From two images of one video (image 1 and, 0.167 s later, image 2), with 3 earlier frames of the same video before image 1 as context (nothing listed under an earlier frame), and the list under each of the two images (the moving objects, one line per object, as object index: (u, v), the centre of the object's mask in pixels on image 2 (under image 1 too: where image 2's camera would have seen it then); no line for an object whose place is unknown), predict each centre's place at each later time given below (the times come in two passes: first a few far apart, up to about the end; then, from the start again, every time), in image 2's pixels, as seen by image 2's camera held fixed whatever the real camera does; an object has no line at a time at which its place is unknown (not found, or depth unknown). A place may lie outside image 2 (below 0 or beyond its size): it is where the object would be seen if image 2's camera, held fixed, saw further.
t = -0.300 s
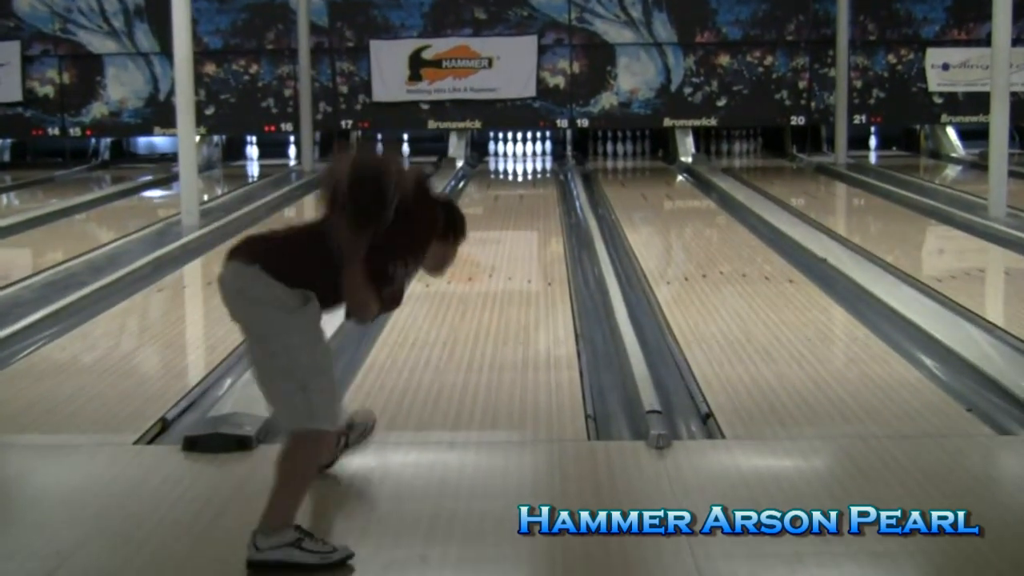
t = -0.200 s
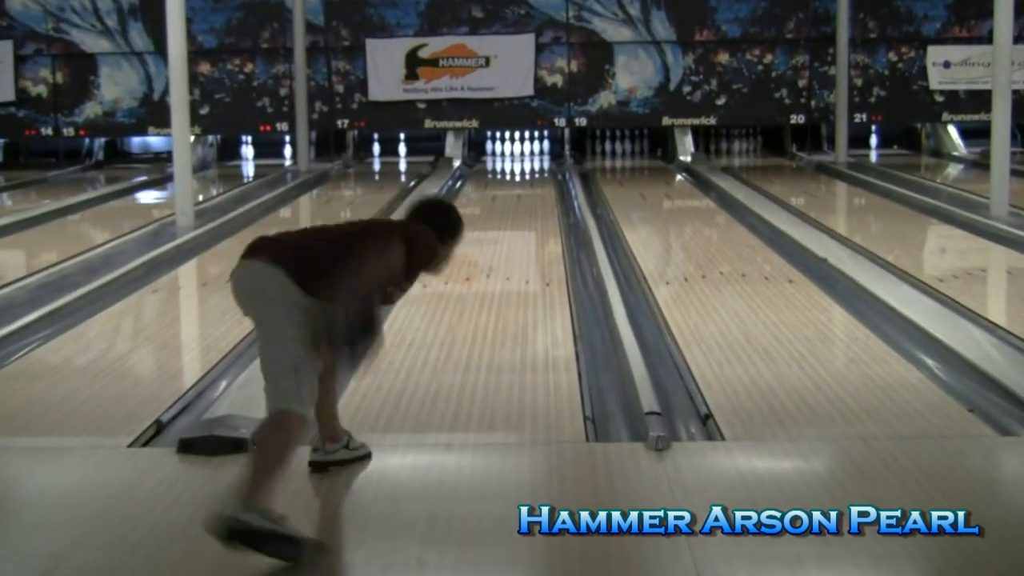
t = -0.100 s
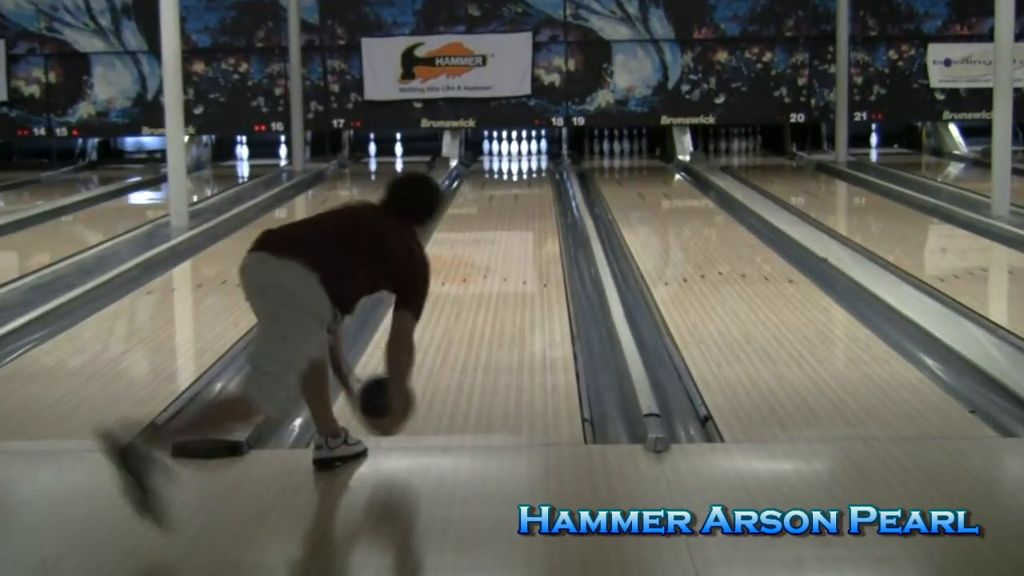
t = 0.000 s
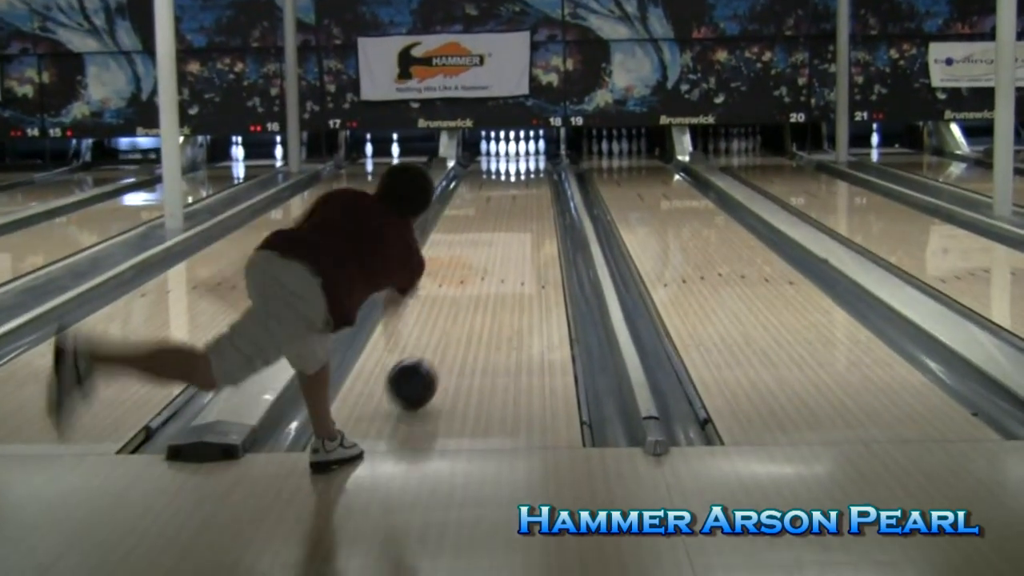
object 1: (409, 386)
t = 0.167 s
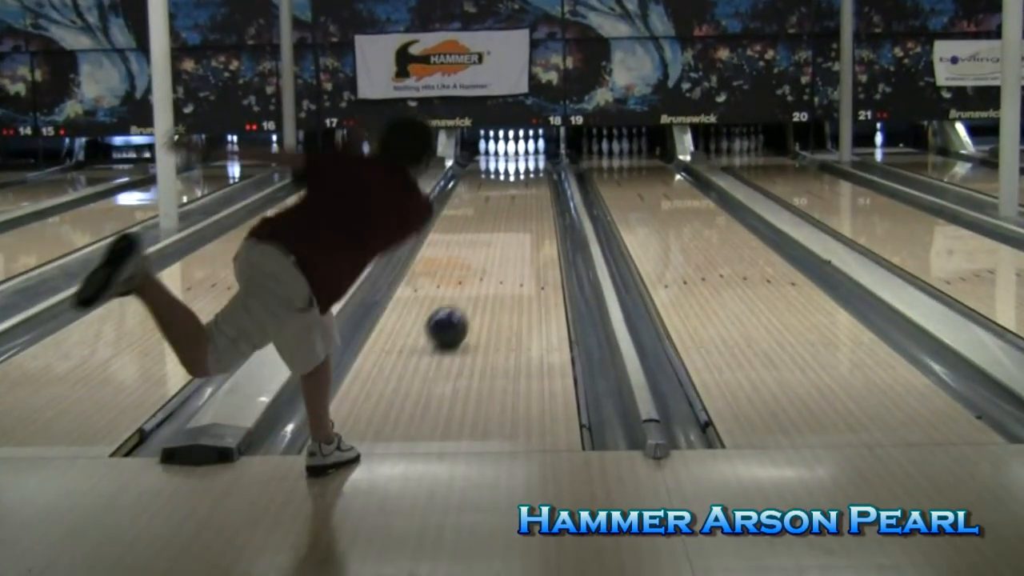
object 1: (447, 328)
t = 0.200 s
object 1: (452, 319)
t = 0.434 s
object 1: (484, 268)
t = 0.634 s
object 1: (502, 240)
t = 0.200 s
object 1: (452, 319)
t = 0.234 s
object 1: (458, 310)
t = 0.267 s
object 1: (463, 302)
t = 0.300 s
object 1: (468, 294)
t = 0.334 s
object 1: (472, 287)
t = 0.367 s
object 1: (476, 281)
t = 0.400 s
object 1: (480, 274)
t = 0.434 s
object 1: (484, 268)
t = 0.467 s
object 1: (488, 263)
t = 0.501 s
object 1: (491, 258)
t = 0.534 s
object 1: (494, 253)
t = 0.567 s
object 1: (497, 249)
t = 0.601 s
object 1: (499, 245)
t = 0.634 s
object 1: (502, 240)
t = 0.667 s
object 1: (504, 237)
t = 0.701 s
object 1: (506, 233)
